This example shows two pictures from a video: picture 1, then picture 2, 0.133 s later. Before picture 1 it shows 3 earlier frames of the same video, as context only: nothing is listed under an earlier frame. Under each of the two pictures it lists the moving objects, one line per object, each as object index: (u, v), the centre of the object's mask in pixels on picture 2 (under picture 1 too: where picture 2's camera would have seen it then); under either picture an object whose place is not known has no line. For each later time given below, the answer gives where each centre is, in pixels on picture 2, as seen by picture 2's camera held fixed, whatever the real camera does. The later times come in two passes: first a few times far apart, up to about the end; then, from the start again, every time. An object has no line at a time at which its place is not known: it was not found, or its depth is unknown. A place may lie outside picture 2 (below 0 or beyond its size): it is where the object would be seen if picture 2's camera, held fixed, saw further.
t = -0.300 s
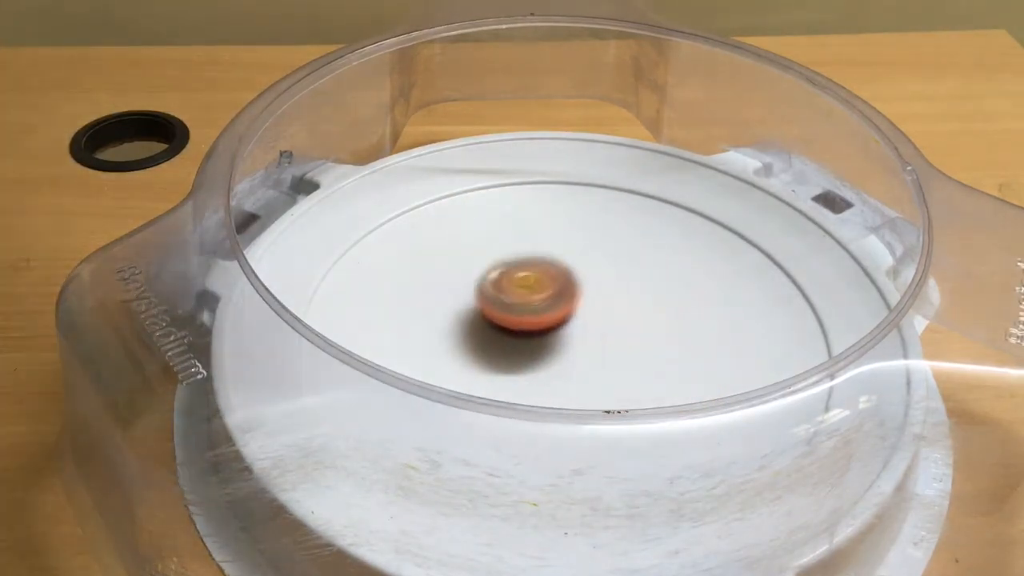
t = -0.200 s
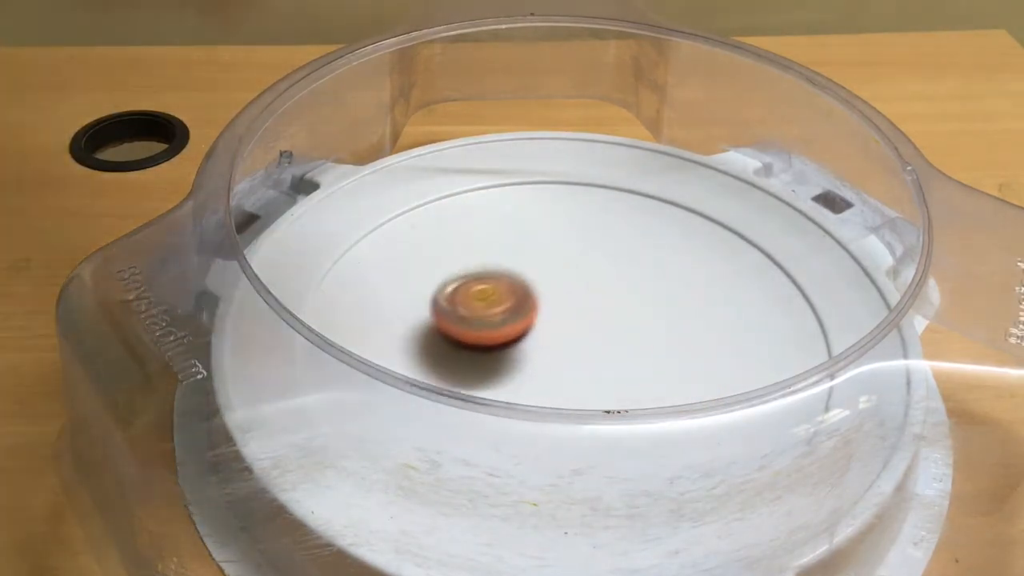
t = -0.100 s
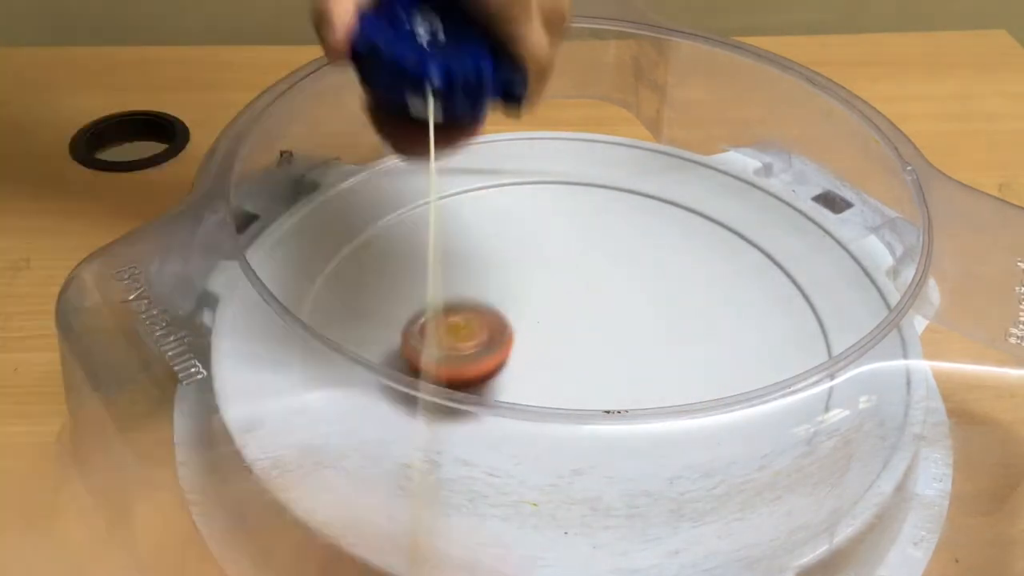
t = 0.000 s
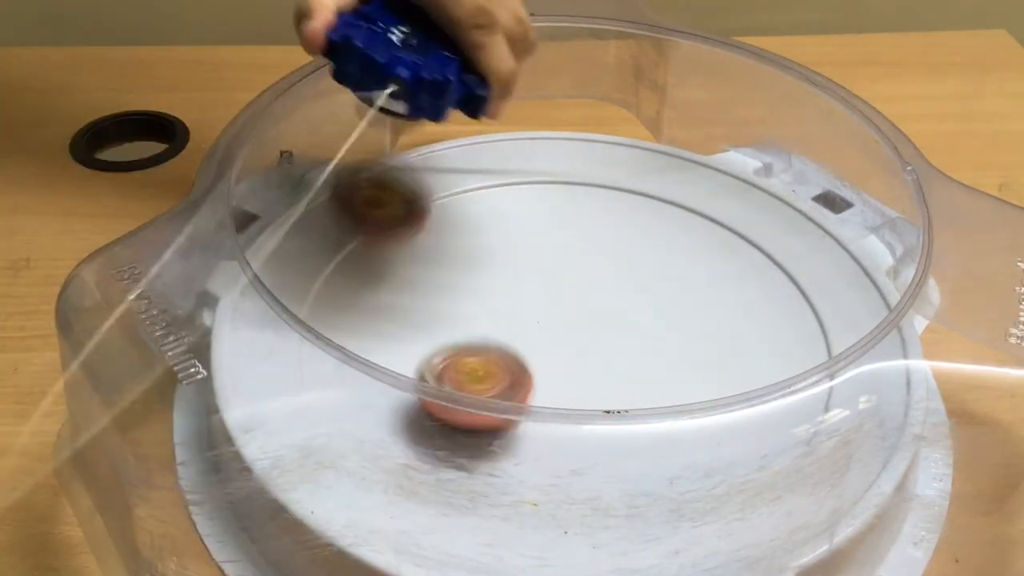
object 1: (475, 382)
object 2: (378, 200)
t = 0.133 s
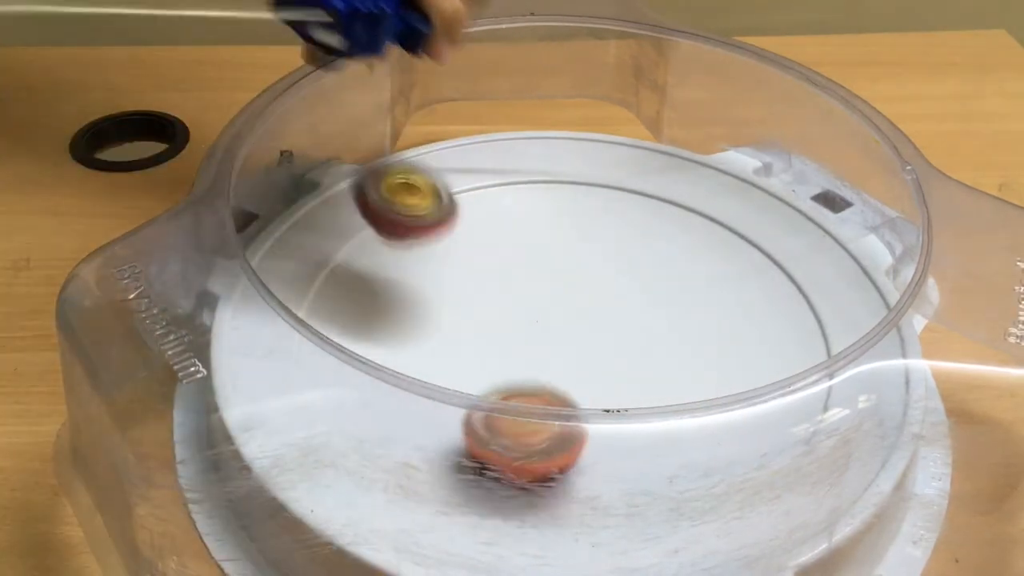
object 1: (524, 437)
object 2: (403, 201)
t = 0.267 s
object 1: (579, 425)
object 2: (479, 294)
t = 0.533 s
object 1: (761, 443)
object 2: (600, 186)
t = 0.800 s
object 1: (670, 350)
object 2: (552, 129)
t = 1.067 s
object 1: (525, 343)
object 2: (526, 237)
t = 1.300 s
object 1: (494, 459)
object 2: (627, 261)
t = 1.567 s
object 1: (615, 416)
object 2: (679, 281)
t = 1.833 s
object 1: (539, 326)
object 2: (681, 302)
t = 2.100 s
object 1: (448, 315)
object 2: (681, 359)
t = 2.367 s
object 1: (403, 327)
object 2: (698, 400)
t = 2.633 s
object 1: (501, 327)
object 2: (706, 427)
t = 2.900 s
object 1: (510, 241)
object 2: (630, 406)
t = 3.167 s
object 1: (470, 279)
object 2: (530, 380)
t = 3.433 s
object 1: (584, 258)
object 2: (453, 411)
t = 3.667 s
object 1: (566, 238)
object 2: (447, 403)
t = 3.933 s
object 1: (583, 303)
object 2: (498, 353)
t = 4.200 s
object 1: (700, 308)
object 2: (497, 297)
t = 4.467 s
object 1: (644, 287)
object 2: (512, 267)
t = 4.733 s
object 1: (568, 360)
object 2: (526, 264)
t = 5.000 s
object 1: (622, 408)
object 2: (569, 280)
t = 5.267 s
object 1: (622, 376)
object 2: (625, 296)
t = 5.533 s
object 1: (545, 371)
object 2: (650, 296)
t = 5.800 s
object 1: (544, 370)
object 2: (635, 314)
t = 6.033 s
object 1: (489, 353)
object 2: (604, 343)
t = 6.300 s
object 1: (496, 313)
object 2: (587, 370)
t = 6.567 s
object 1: (506, 299)
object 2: (572, 382)
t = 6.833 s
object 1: (485, 286)
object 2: (549, 378)
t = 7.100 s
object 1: (539, 266)
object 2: (529, 360)
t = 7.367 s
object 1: (614, 275)
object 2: (498, 328)
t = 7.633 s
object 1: (604, 291)
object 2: (492, 310)
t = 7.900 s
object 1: (647, 301)
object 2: (439, 302)
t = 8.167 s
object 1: (630, 315)
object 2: (464, 313)
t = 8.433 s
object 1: (651, 347)
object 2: (467, 306)
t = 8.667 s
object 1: (614, 347)
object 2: (478, 316)
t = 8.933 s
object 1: (616, 365)
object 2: (479, 309)
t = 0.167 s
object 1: (535, 448)
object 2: (414, 236)
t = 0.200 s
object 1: (549, 438)
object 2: (430, 288)
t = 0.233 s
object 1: (564, 424)
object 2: (454, 284)
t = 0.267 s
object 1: (579, 425)
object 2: (479, 294)
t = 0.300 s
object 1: (598, 409)
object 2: (507, 324)
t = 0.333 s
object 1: (616, 395)
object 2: (535, 328)
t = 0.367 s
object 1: (634, 382)
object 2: (558, 335)
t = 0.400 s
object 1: (683, 405)
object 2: (570, 298)
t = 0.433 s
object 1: (716, 436)
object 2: (580, 270)
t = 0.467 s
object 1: (741, 447)
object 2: (591, 243)
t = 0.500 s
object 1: (756, 454)
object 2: (598, 215)
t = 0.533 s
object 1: (761, 443)
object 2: (600, 186)
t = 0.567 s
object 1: (761, 452)
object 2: (598, 160)
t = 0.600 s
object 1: (762, 441)
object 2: (593, 142)
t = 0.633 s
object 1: (760, 438)
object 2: (586, 131)
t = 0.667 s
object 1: (745, 413)
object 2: (578, 122)
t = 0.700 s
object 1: (730, 386)
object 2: (573, 117)
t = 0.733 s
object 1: (711, 367)
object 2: (567, 113)
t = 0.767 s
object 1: (693, 359)
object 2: (559, 120)
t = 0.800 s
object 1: (670, 350)
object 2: (552, 129)
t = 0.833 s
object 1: (646, 341)
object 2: (544, 139)
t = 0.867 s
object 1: (624, 332)
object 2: (538, 149)
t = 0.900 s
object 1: (600, 325)
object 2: (531, 170)
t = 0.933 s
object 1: (581, 318)
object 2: (525, 187)
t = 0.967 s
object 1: (564, 314)
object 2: (520, 206)
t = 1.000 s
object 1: (548, 311)
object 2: (517, 226)
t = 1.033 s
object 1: (536, 312)
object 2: (519, 237)
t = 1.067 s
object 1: (525, 343)
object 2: (526, 237)
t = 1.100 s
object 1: (515, 366)
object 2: (538, 239)
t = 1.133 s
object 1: (506, 389)
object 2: (553, 243)
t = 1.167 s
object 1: (492, 414)
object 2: (569, 246)
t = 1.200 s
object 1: (486, 428)
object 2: (586, 249)
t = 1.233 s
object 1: (484, 445)
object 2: (601, 253)
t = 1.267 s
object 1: (488, 452)
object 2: (614, 257)
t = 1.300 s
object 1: (494, 459)
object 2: (627, 261)
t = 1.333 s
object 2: (636, 265)
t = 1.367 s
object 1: (522, 463)
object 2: (644, 269)
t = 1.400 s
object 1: (539, 465)
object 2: (652, 272)
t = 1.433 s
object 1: (557, 465)
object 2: (659, 274)
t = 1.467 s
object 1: (570, 459)
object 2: (666, 277)
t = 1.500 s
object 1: (585, 452)
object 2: (673, 278)
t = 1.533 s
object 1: (600, 434)
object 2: (678, 279)
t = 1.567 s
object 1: (615, 416)
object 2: (679, 281)
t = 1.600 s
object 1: (617, 398)
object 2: (679, 282)
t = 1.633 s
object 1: (613, 381)
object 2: (679, 283)
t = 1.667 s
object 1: (606, 374)
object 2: (678, 285)
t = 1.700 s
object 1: (597, 363)
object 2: (677, 287)
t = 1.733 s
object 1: (588, 352)
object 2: (677, 288)
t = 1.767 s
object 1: (575, 342)
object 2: (679, 291)
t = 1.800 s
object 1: (556, 334)
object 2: (681, 297)
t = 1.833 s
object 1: (539, 326)
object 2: (681, 302)
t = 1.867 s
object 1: (525, 319)
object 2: (681, 308)
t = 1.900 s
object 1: (509, 311)
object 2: (681, 314)
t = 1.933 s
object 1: (496, 309)
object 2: (680, 321)
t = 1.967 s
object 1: (485, 310)
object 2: (679, 327)
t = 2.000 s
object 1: (472, 308)
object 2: (680, 335)
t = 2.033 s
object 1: (462, 309)
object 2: (679, 343)
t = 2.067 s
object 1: (456, 311)
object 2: (679, 352)
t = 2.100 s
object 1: (448, 315)
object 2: (681, 359)
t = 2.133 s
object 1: (440, 314)
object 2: (680, 365)
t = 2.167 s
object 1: (430, 314)
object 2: (680, 369)
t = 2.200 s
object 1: (424, 314)
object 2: (680, 372)
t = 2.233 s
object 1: (417, 315)
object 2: (681, 375)
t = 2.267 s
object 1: (412, 317)
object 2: (684, 378)
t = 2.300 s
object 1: (408, 319)
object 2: (687, 382)
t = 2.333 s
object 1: (406, 323)
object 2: (689, 385)
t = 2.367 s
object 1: (403, 327)
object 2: (698, 400)
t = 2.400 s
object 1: (405, 333)
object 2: (703, 423)
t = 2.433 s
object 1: (411, 339)
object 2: (703, 424)
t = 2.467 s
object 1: (424, 344)
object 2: (707, 423)
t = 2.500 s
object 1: (436, 347)
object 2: (710, 425)
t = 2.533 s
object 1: (450, 348)
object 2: (711, 426)
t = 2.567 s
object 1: (468, 345)
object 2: (711, 427)
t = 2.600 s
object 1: (486, 336)
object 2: (710, 427)
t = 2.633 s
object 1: (501, 327)
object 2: (706, 427)
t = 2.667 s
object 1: (513, 314)
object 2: (699, 427)
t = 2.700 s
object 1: (522, 302)
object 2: (692, 427)
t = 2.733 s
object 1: (526, 288)
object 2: (684, 426)
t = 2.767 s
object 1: (528, 275)
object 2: (674, 424)
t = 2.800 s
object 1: (526, 263)
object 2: (664, 428)
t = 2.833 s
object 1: (522, 253)
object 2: (651, 408)
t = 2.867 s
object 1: (518, 245)
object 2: (641, 410)
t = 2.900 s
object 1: (510, 241)
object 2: (630, 406)
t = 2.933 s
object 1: (500, 238)
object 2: (621, 399)
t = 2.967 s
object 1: (491, 239)
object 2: (609, 389)
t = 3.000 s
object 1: (483, 243)
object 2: (597, 388)
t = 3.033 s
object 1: (477, 248)
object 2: (583, 387)
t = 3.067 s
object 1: (473, 256)
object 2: (567, 385)
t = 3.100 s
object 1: (470, 264)
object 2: (553, 384)
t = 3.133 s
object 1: (469, 271)
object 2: (540, 382)
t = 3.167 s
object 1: (470, 279)
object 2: (530, 380)
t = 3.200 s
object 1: (474, 286)
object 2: (521, 377)
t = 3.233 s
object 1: (484, 294)
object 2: (513, 374)
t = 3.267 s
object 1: (501, 299)
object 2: (505, 373)
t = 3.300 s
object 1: (522, 289)
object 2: (495, 392)
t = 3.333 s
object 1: (543, 283)
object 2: (482, 399)
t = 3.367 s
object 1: (561, 275)
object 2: (467, 411)
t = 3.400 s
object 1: (574, 266)
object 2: (460, 410)
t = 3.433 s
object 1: (584, 258)
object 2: (453, 411)
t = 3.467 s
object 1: (591, 248)
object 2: (448, 410)
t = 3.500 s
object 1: (593, 240)
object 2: (445, 410)
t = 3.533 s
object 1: (592, 233)
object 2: (442, 408)
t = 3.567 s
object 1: (588, 229)
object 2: (441, 408)
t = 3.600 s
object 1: (581, 228)
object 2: (441, 407)
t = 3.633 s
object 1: (573, 231)
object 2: (443, 405)
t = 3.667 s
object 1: (566, 238)
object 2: (447, 403)
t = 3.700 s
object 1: (561, 245)
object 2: (455, 391)
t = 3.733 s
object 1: (556, 253)
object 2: (459, 388)
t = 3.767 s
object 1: (552, 260)
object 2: (466, 382)
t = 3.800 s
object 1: (551, 266)
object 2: (475, 370)
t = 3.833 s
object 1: (553, 272)
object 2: (480, 369)
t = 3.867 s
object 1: (558, 281)
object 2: (487, 365)
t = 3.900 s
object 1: (569, 292)
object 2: (492, 361)
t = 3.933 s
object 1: (583, 303)
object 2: (498, 353)
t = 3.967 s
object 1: (606, 310)
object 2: (495, 344)
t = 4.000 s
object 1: (626, 316)
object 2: (494, 337)
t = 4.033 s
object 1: (643, 319)
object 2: (494, 330)
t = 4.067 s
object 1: (658, 320)
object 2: (493, 322)
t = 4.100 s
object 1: (671, 318)
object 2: (493, 315)
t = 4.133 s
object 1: (683, 316)
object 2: (493, 308)
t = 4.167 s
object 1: (693, 313)
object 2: (494, 302)
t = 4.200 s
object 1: (700, 308)
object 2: (497, 297)
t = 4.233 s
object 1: (702, 302)
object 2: (500, 293)
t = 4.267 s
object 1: (699, 296)
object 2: (503, 290)
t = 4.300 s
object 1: (692, 292)
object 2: (505, 286)
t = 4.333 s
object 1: (683, 289)
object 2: (507, 283)
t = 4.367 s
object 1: (672, 287)
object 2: (509, 279)
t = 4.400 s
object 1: (662, 286)
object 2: (510, 275)
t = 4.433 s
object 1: (652, 286)
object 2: (511, 271)
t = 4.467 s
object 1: (644, 287)
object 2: (512, 267)
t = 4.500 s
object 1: (639, 288)
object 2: (513, 264)
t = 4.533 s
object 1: (634, 294)
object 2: (516, 262)
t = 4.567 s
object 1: (624, 302)
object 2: (518, 261)
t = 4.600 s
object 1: (614, 313)
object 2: (518, 261)
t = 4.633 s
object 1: (601, 324)
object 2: (518, 261)
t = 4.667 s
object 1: (586, 335)
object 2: (520, 262)
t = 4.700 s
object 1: (576, 347)
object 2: (523, 263)
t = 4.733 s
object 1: (568, 360)
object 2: (526, 264)
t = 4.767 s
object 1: (565, 370)
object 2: (529, 266)
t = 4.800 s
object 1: (565, 378)
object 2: (533, 266)
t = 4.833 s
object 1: (569, 393)
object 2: (537, 268)
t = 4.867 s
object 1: (576, 405)
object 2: (543, 271)
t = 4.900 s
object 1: (588, 408)
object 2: (549, 273)
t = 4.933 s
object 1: (601, 411)
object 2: (556, 276)
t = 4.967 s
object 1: (613, 412)
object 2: (563, 279)
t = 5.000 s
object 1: (622, 408)
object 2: (569, 280)
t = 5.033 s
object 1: (628, 401)
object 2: (577, 283)
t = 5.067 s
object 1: (631, 385)
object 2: (584, 286)
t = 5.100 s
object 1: (632, 383)
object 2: (591, 290)
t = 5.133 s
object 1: (631, 379)
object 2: (598, 293)
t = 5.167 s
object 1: (632, 376)
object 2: (604, 295)
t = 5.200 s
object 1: (631, 374)
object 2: (610, 297)
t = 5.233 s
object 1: (627, 373)
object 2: (618, 298)
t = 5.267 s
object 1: (622, 376)
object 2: (625, 296)
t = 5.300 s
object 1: (617, 379)
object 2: (633, 292)
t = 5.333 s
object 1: (604, 382)
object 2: (638, 292)
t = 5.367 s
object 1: (588, 383)
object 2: (641, 293)
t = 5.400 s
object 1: (574, 380)
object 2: (644, 293)
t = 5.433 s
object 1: (563, 379)
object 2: (646, 294)
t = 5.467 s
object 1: (553, 376)
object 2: (648, 294)
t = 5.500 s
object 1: (547, 374)
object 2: (649, 295)
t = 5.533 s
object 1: (545, 371)
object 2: (650, 296)
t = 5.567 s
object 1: (544, 369)
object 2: (649, 297)
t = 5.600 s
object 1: (546, 368)
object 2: (649, 298)
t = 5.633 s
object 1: (548, 367)
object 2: (648, 300)
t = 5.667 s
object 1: (550, 367)
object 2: (647, 302)
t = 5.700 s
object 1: (551, 368)
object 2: (645, 305)
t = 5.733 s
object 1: (551, 369)
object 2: (642, 307)
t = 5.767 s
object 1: (549, 370)
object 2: (638, 310)
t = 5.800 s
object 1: (544, 370)
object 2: (635, 314)
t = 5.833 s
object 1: (536, 370)
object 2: (632, 317)
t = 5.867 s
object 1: (528, 369)
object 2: (629, 321)
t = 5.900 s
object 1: (518, 367)
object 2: (624, 326)
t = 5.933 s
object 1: (509, 364)
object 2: (619, 330)
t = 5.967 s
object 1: (501, 361)
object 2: (614, 335)
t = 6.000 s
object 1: (494, 357)
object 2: (609, 339)
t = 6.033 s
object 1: (489, 353)
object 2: (604, 343)
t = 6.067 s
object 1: (480, 348)
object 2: (604, 347)
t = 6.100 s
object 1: (476, 341)
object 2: (602, 350)
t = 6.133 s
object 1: (476, 335)
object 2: (598, 354)
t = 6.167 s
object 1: (479, 329)
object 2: (595, 358)
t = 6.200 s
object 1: (482, 324)
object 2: (593, 362)
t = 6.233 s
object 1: (486, 318)
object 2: (592, 365)
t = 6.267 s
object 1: (491, 315)
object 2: (589, 367)
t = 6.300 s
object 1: (496, 313)
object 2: (587, 370)
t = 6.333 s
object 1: (499, 311)
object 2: (586, 372)
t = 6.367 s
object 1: (501, 312)
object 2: (584, 374)
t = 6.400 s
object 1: (503, 314)
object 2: (582, 375)
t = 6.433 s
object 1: (502, 315)
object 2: (581, 377)
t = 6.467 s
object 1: (498, 310)
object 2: (580, 379)
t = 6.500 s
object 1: (499, 304)
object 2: (578, 381)
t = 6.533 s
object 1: (501, 301)
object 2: (575, 381)
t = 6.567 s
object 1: (506, 299)
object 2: (572, 382)
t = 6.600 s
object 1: (507, 299)
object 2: (569, 383)
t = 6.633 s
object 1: (505, 298)
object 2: (566, 383)
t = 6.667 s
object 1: (502, 299)
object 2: (564, 383)
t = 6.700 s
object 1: (497, 298)
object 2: (561, 383)
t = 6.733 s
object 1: (492, 296)
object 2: (558, 382)
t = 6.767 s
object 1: (488, 293)
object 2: (555, 381)
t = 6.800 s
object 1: (485, 290)
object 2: (552, 380)
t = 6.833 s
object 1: (485, 286)
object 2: (549, 378)
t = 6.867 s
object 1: (486, 282)
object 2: (546, 377)
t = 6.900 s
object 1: (492, 279)
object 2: (544, 376)
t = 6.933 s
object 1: (499, 275)
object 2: (542, 374)
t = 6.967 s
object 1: (506, 272)
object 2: (539, 372)
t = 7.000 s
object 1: (514, 270)
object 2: (537, 369)
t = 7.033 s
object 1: (523, 268)
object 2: (534, 367)
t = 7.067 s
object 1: (531, 266)
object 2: (531, 363)
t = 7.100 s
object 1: (539, 266)
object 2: (529, 360)
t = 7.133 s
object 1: (549, 266)
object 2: (526, 355)
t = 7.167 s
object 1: (556, 267)
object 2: (524, 350)
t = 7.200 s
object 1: (564, 268)
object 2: (523, 345)
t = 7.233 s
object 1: (571, 270)
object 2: (521, 341)
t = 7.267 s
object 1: (578, 272)
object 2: (519, 337)
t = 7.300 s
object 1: (586, 274)
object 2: (516, 334)
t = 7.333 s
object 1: (598, 276)
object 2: (509, 331)
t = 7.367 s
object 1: (614, 275)
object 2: (498, 328)
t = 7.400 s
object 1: (625, 276)
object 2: (493, 326)
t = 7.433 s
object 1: (630, 278)
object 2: (491, 323)
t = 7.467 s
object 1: (631, 280)
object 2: (490, 320)
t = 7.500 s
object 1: (628, 283)
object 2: (489, 318)
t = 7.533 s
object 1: (624, 285)
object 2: (489, 316)
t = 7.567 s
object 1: (617, 287)
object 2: (490, 314)
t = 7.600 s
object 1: (611, 290)
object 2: (491, 312)
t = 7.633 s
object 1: (604, 291)
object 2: (492, 310)
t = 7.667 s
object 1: (601, 293)
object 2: (492, 308)
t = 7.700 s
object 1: (620, 291)
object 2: (469, 304)
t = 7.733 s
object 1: (636, 292)
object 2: (452, 302)
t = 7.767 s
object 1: (646, 294)
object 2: (444, 300)
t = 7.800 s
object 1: (650, 295)
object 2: (441, 300)
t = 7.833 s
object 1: (650, 298)
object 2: (439, 300)
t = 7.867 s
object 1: (649, 299)
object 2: (438, 301)
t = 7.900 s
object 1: (647, 301)
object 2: (439, 302)
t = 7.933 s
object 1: (644, 303)
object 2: (440, 303)
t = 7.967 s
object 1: (641, 304)
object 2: (441, 304)
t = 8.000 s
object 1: (639, 305)
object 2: (443, 306)
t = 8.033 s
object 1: (637, 307)
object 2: (445, 307)
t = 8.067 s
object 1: (635, 308)
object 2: (449, 308)
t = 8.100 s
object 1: (632, 310)
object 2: (453, 309)
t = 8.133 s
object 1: (632, 312)
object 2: (458, 311)
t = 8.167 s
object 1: (630, 315)
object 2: (464, 313)
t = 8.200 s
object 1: (626, 318)
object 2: (470, 315)
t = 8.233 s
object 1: (623, 320)
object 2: (478, 317)
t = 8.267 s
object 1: (619, 323)
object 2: (487, 319)
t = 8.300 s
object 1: (614, 326)
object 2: (496, 321)
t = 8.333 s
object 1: (625, 330)
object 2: (488, 317)
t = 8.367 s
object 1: (640, 335)
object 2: (473, 310)
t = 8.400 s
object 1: (648, 342)
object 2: (467, 308)
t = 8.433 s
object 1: (651, 347)
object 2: (467, 306)
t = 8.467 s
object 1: (648, 348)
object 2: (468, 307)
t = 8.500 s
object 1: (643, 349)
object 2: (468, 309)
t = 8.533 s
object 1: (637, 349)
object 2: (469, 310)
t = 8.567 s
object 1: (632, 349)
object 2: (471, 311)
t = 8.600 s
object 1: (626, 349)
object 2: (473, 312)
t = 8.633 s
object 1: (620, 348)
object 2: (475, 314)
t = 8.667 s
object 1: (614, 347)
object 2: (478, 316)
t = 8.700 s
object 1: (609, 346)
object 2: (483, 319)
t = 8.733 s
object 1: (606, 346)
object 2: (486, 319)
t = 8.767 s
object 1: (602, 346)
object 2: (490, 320)
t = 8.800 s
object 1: (613, 353)
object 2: (482, 314)
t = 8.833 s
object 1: (620, 358)
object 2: (476, 310)
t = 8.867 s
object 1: (621, 362)
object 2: (477, 309)
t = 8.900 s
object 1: (619, 364)
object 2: (478, 310)
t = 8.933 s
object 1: (616, 365)
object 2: (479, 309)
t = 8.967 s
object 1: (611, 366)
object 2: (481, 310)
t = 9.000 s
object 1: (607, 365)
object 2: (483, 310)
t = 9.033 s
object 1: (602, 365)
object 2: (485, 311)
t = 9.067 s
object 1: (597, 365)
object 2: (488, 312)
